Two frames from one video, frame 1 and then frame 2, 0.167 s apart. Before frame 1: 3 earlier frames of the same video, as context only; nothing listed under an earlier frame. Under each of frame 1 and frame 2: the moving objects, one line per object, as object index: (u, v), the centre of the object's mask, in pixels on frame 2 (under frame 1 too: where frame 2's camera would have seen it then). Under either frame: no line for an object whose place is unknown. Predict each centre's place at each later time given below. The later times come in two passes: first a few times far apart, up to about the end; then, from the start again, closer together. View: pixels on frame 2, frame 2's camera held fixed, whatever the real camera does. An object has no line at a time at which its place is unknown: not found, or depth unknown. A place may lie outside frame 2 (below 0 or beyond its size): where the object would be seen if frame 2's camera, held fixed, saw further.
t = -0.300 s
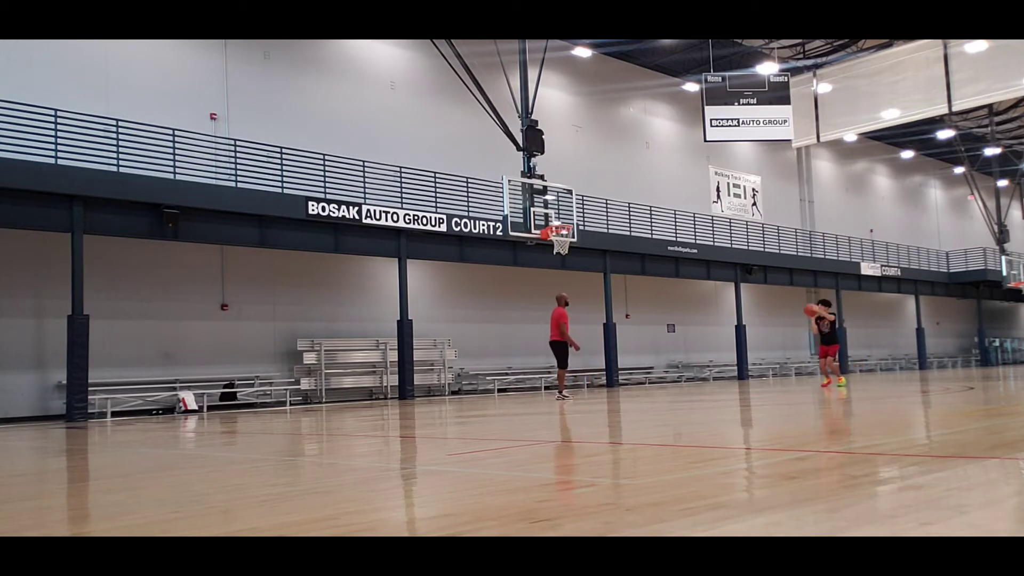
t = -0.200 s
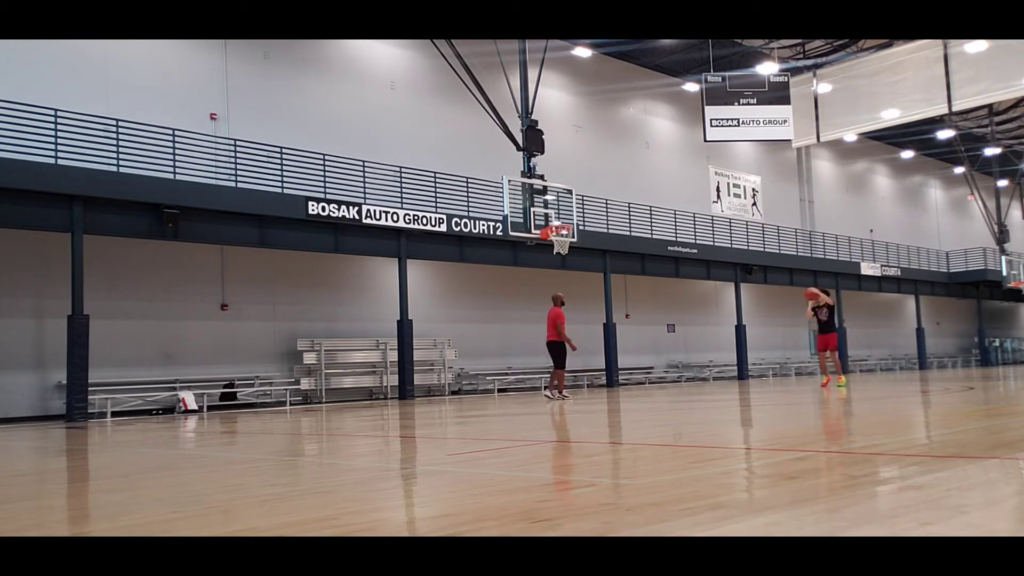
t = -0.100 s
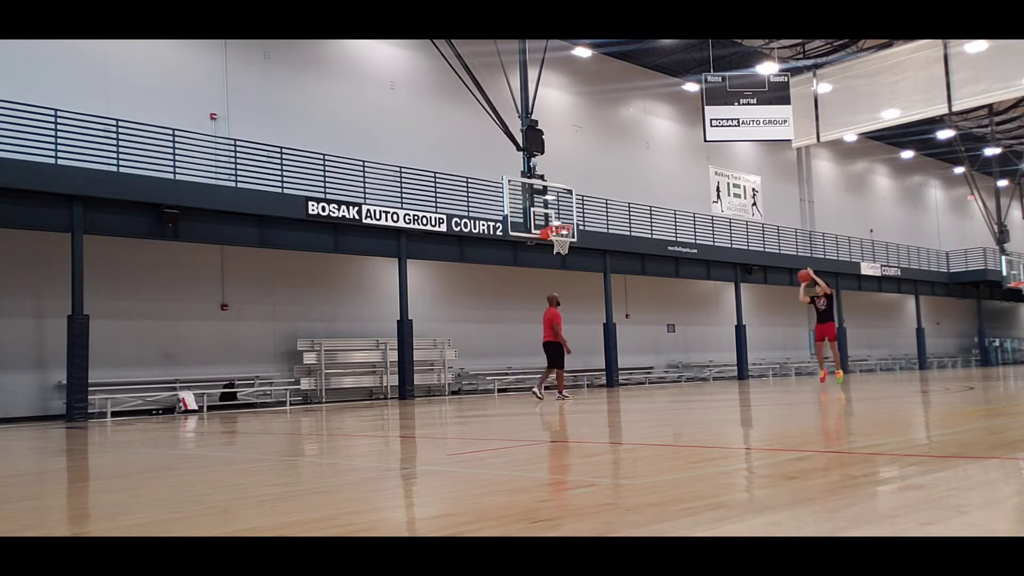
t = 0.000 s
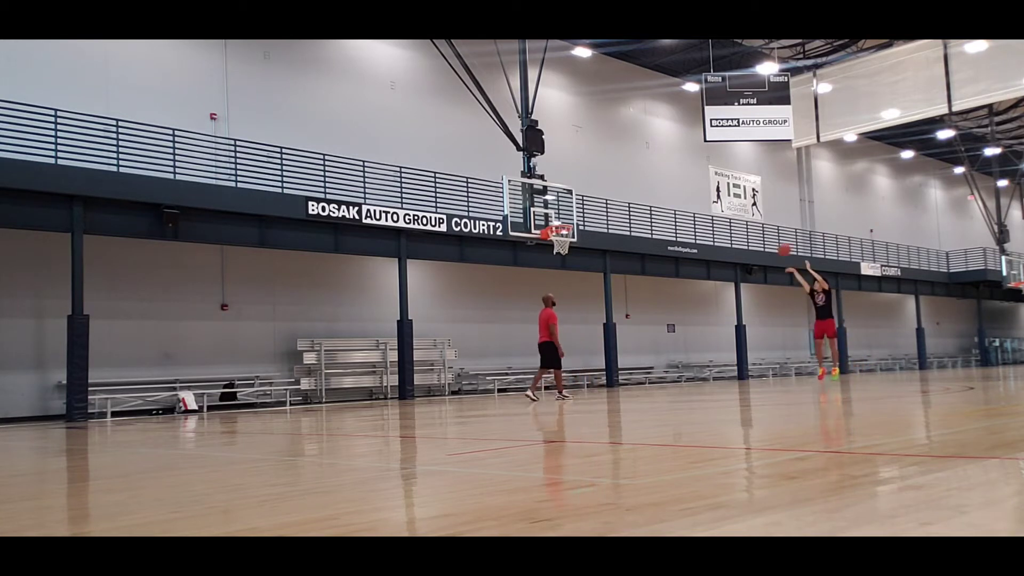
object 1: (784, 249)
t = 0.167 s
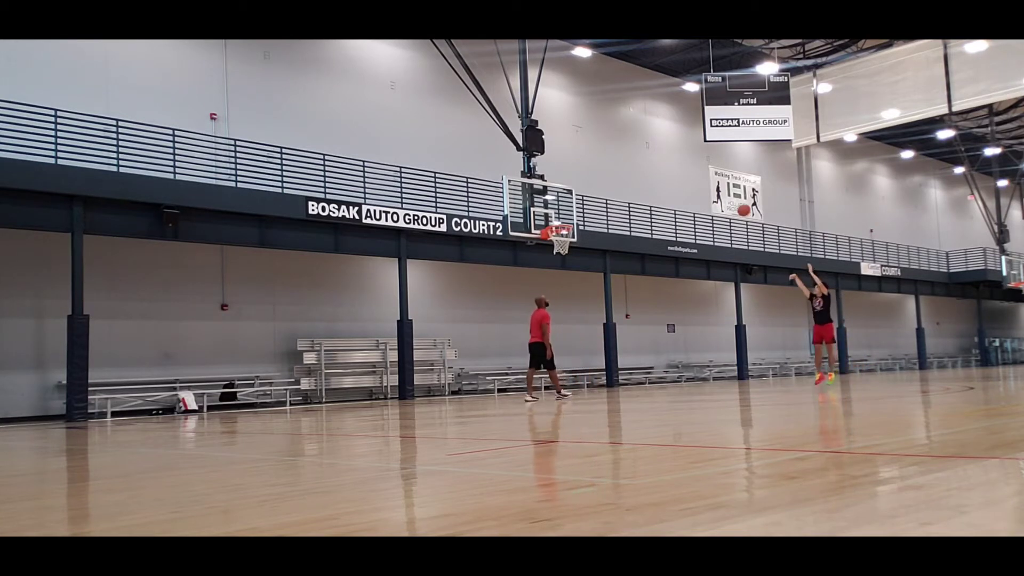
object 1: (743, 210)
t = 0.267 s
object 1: (720, 193)
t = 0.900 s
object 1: (573, 206)
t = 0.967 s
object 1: (558, 219)
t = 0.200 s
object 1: (736, 204)
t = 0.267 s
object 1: (720, 193)
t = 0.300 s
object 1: (712, 189)
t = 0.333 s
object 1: (704, 185)
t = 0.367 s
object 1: (696, 182)
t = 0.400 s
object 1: (688, 179)
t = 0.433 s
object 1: (680, 176)
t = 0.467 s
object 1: (673, 175)
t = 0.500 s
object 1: (665, 174)
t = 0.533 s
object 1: (657, 173)
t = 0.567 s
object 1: (649, 173)
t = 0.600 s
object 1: (642, 174)
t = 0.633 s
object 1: (634, 176)
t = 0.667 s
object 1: (626, 177)
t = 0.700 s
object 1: (619, 180)
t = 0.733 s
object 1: (611, 182)
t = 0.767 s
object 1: (603, 186)
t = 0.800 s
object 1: (596, 190)
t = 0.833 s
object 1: (588, 195)
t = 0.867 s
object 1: (581, 201)
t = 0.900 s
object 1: (573, 206)
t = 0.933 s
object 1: (565, 213)
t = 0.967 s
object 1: (558, 219)
